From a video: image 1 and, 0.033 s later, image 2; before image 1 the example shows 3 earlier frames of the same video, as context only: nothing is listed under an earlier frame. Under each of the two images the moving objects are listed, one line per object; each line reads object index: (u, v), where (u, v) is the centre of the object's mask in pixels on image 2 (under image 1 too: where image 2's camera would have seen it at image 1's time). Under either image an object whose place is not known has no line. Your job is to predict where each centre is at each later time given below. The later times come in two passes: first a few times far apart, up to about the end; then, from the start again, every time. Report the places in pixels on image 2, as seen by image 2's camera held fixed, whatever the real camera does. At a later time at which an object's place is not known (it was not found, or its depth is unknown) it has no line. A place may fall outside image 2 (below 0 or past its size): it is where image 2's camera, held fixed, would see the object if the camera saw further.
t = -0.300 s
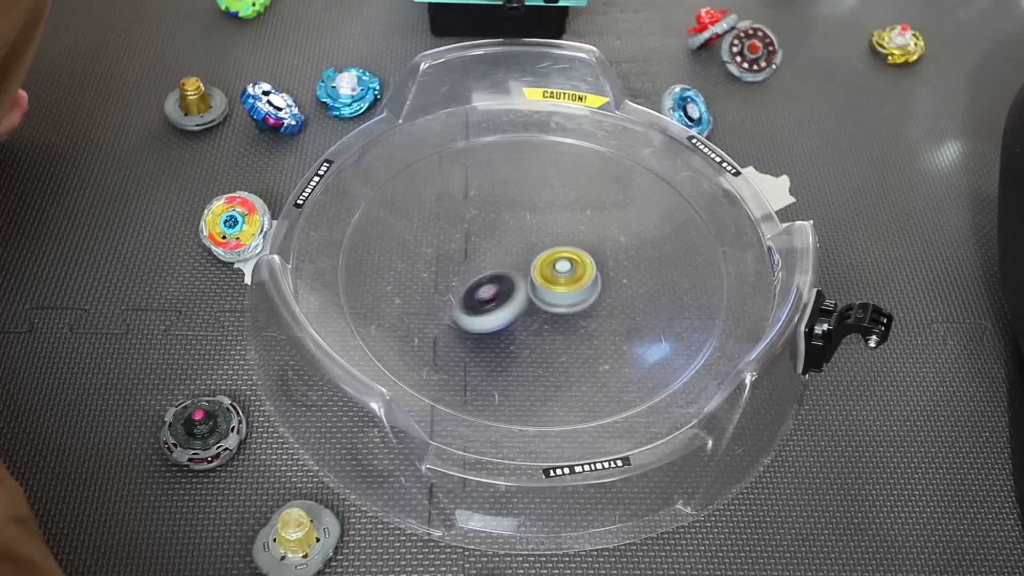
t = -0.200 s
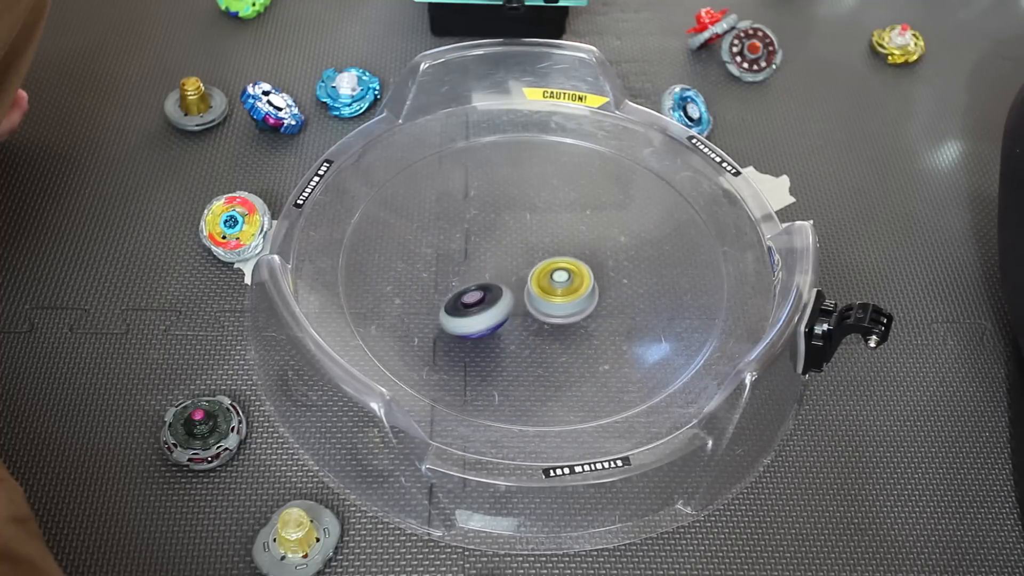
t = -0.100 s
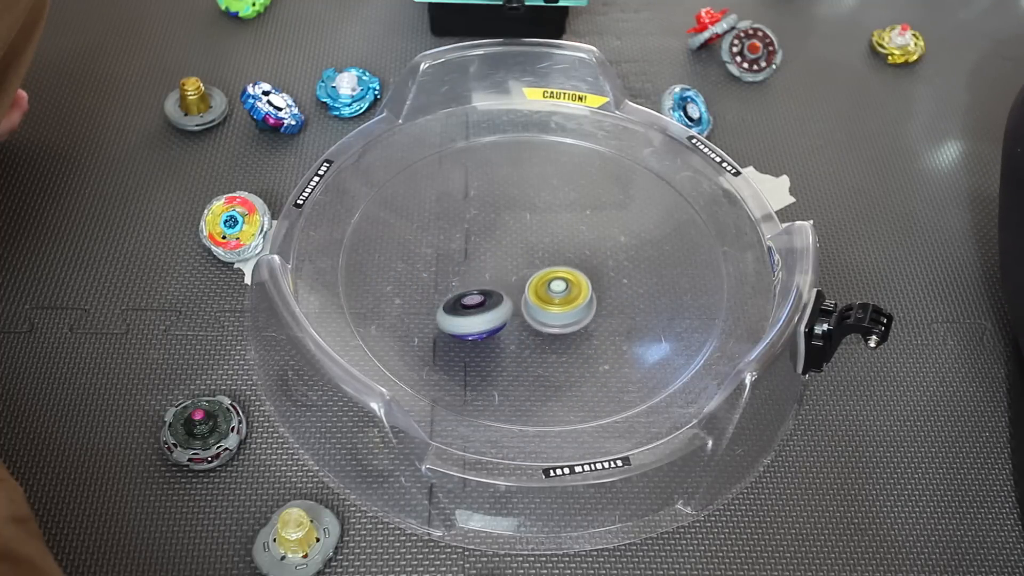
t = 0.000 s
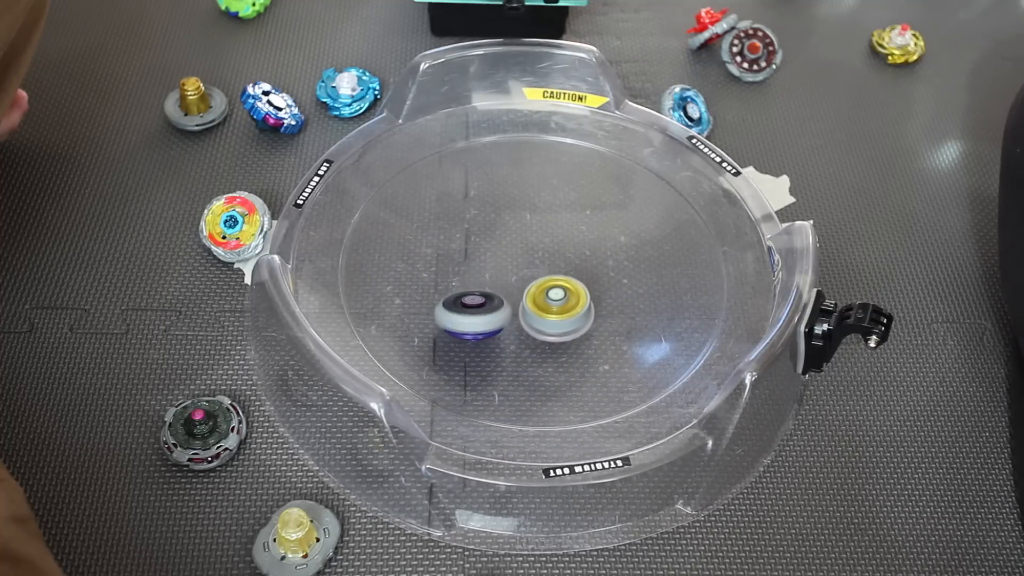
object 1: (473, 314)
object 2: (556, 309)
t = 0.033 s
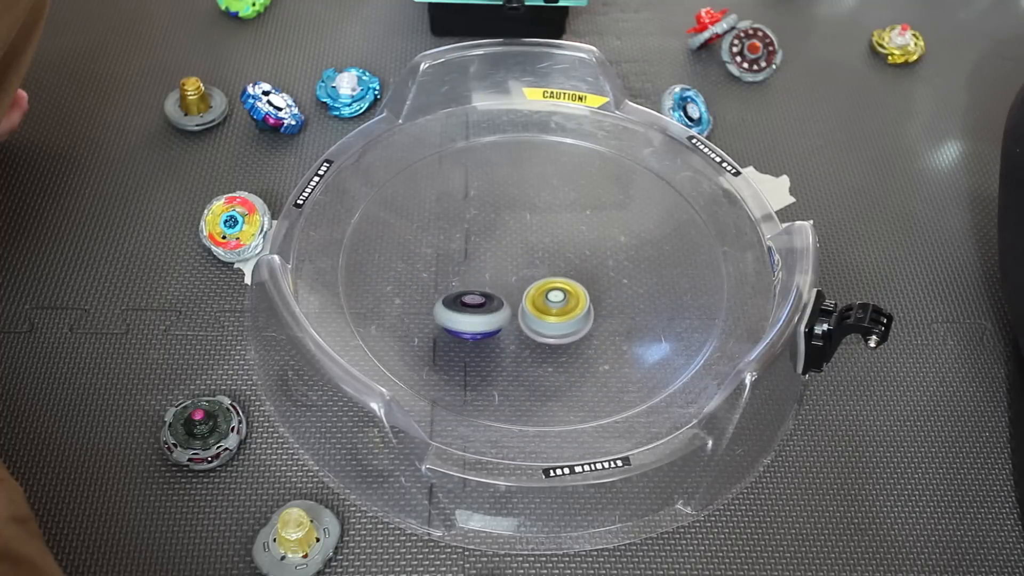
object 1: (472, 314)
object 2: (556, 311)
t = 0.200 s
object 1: (469, 305)
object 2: (552, 315)
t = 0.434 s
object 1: (467, 285)
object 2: (539, 306)
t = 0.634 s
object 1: (464, 258)
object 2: (543, 300)
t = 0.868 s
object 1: (480, 244)
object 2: (544, 283)
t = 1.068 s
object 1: (491, 238)
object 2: (548, 279)
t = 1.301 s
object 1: (473, 208)
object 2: (589, 290)
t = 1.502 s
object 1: (475, 229)
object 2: (584, 271)
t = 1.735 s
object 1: (469, 249)
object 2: (541, 271)
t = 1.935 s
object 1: (448, 250)
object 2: (549, 292)
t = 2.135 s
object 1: (452, 253)
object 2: (557, 294)
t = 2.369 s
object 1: (469, 258)
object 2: (541, 284)
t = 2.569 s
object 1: (444, 235)
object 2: (570, 291)
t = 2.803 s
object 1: (461, 253)
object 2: (560, 273)
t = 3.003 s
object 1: (464, 267)
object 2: (537, 276)
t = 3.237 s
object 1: (427, 263)
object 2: (585, 277)
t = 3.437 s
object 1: (449, 265)
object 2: (588, 265)
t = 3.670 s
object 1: (473, 268)
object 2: (555, 268)
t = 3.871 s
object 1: (428, 262)
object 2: (598, 278)
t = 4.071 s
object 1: (447, 276)
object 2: (602, 270)
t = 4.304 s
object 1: (455, 286)
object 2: (565, 277)
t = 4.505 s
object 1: (456, 288)
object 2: (543, 295)
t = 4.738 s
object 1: (434, 281)
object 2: (586, 290)
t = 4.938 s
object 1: (454, 286)
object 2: (571, 274)
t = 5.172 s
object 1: (477, 296)
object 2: (537, 270)
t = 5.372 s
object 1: (483, 313)
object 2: (523, 267)
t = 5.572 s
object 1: (474, 326)
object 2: (521, 253)
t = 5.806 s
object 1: (495, 316)
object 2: (518, 248)
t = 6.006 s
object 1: (508, 299)
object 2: (529, 245)
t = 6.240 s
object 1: (481, 326)
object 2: (558, 205)
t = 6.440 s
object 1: (499, 312)
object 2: (560, 197)
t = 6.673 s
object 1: (519, 313)
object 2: (555, 228)
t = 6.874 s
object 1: (533, 312)
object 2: (555, 257)
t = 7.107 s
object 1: (538, 335)
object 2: (553, 275)
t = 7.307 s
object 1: (550, 342)
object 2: (548, 284)
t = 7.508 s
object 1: (542, 350)
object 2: (543, 268)
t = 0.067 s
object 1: (471, 313)
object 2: (555, 312)
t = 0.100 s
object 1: (471, 311)
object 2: (555, 314)
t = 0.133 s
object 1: (470, 310)
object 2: (554, 315)
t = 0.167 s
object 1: (469, 308)
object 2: (553, 315)
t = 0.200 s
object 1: (469, 305)
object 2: (552, 315)
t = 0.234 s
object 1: (468, 303)
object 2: (551, 315)
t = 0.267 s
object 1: (468, 301)
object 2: (549, 313)
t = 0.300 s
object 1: (469, 298)
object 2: (546, 312)
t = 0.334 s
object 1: (469, 295)
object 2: (544, 310)
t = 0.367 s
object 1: (468, 292)
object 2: (542, 309)
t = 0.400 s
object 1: (468, 289)
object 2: (540, 307)
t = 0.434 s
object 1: (467, 285)
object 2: (539, 306)
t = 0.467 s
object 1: (467, 281)
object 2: (538, 304)
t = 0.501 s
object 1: (466, 277)
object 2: (537, 303)
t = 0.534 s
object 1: (467, 273)
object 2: (537, 301)
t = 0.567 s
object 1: (468, 270)
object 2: (537, 300)
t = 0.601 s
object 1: (463, 263)
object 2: (542, 301)
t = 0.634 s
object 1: (464, 258)
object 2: (543, 300)
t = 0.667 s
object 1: (467, 255)
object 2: (543, 297)
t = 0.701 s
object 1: (470, 254)
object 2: (542, 293)
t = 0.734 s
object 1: (474, 253)
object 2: (541, 290)
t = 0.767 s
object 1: (477, 252)
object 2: (540, 287)
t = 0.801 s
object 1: (478, 250)
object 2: (541, 285)
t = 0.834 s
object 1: (478, 246)
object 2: (544, 285)
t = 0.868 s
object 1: (480, 244)
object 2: (544, 283)
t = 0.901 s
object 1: (483, 243)
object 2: (544, 281)
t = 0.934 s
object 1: (485, 242)
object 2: (545, 281)
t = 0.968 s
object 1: (486, 240)
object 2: (545, 280)
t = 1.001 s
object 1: (487, 239)
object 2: (547, 280)
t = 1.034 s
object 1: (488, 237)
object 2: (548, 280)
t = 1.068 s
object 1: (491, 238)
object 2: (548, 279)
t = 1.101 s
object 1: (493, 238)
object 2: (549, 279)
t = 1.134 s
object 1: (487, 231)
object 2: (560, 287)
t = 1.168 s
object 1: (478, 220)
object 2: (570, 293)
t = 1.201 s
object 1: (473, 211)
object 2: (577, 295)
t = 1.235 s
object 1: (471, 207)
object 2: (582, 295)
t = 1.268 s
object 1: (472, 206)
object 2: (586, 292)
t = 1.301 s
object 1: (473, 208)
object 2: (589, 290)
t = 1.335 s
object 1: (474, 211)
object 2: (592, 287)
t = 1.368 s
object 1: (475, 215)
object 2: (593, 283)
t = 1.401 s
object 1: (475, 218)
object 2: (592, 280)
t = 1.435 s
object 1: (475, 222)
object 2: (591, 277)
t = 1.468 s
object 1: (475, 226)
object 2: (588, 274)
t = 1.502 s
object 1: (475, 229)
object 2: (584, 271)
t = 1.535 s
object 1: (474, 232)
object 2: (578, 269)
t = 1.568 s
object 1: (474, 236)
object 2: (572, 268)
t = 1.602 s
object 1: (474, 239)
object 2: (566, 267)
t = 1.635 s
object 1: (473, 242)
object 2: (559, 267)
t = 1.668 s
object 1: (472, 245)
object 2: (552, 267)
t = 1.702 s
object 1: (471, 247)
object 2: (545, 269)
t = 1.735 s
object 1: (469, 249)
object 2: (541, 271)
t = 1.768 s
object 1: (459, 247)
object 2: (545, 277)
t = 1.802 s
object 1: (452, 248)
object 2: (545, 282)
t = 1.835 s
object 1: (450, 248)
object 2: (545, 285)
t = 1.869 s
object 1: (449, 248)
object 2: (545, 288)
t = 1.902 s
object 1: (449, 250)
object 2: (547, 290)
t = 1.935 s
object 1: (448, 250)
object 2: (549, 292)
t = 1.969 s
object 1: (448, 251)
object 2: (551, 294)
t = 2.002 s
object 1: (448, 251)
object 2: (553, 295)
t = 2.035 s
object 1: (449, 252)
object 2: (554, 296)
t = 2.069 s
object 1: (449, 252)
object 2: (556, 296)
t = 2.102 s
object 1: (451, 253)
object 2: (557, 295)
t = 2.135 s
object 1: (452, 253)
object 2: (557, 294)
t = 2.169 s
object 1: (454, 254)
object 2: (557, 293)
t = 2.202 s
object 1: (456, 255)
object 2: (557, 291)
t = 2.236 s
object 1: (459, 256)
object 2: (555, 289)
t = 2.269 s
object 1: (461, 256)
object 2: (552, 287)
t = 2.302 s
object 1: (464, 257)
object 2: (549, 285)
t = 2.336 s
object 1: (466, 257)
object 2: (545, 285)
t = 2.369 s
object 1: (469, 258)
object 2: (541, 284)
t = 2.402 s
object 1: (468, 257)
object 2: (539, 285)
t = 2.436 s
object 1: (456, 249)
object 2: (551, 291)
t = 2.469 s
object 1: (448, 242)
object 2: (558, 294)
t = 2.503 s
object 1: (443, 238)
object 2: (563, 294)
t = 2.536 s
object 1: (443, 235)
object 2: (567, 293)
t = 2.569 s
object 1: (444, 235)
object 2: (570, 291)
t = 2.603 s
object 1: (447, 237)
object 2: (572, 288)
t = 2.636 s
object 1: (450, 239)
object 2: (573, 286)
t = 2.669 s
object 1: (453, 243)
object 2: (572, 283)
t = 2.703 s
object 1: (455, 245)
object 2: (571, 280)
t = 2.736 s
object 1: (457, 248)
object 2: (568, 277)
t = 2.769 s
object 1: (459, 251)
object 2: (564, 275)
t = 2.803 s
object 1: (461, 253)
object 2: (560, 273)
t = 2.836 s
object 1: (462, 256)
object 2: (555, 272)
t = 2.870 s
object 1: (464, 259)
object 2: (550, 271)
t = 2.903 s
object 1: (466, 261)
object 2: (544, 272)
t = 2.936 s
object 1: (467, 264)
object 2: (539, 273)
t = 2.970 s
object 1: (465, 266)
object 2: (538, 274)
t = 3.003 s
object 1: (464, 267)
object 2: (537, 276)
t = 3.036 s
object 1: (451, 266)
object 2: (546, 279)
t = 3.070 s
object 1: (437, 264)
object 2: (556, 282)
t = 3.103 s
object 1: (428, 263)
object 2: (563, 282)
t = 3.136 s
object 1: (425, 262)
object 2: (570, 282)
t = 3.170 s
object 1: (424, 262)
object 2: (575, 281)
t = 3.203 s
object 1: (425, 263)
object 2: (580, 279)
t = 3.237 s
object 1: (427, 263)
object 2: (585, 277)
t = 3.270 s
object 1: (429, 264)
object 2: (589, 275)
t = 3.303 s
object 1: (432, 264)
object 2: (591, 273)
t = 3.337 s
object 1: (437, 264)
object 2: (592, 271)
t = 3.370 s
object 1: (441, 264)
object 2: (592, 268)
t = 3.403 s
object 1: (445, 264)
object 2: (590, 266)
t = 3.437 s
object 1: (449, 265)
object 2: (588, 265)
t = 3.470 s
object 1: (452, 265)
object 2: (584, 263)
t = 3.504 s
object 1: (455, 265)
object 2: (581, 263)
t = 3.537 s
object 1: (459, 266)
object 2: (576, 262)
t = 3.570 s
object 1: (462, 266)
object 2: (570, 263)
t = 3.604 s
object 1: (466, 267)
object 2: (565, 264)
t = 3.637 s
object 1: (470, 267)
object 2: (560, 266)
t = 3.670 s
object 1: (473, 268)
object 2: (555, 268)
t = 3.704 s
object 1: (476, 269)
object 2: (551, 271)
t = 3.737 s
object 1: (462, 267)
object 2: (564, 275)
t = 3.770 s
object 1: (445, 265)
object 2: (578, 278)
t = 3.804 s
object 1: (433, 263)
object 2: (587, 280)
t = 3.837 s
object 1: (428, 262)
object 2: (593, 279)
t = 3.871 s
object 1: (428, 262)
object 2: (598, 278)
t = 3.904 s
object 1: (431, 264)
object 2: (602, 277)
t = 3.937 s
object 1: (434, 266)
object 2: (604, 275)
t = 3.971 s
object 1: (437, 269)
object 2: (605, 274)
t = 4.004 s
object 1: (441, 271)
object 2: (606, 272)
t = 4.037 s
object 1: (444, 273)
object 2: (605, 271)
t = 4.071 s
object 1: (447, 276)
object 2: (602, 270)
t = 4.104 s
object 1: (448, 278)
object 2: (599, 269)
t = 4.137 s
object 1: (450, 280)
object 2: (594, 269)
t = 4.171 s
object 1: (451, 281)
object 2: (589, 270)
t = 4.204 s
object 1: (452, 283)
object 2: (583, 271)
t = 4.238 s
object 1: (452, 284)
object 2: (577, 272)
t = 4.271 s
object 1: (453, 285)
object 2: (571, 274)
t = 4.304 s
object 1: (455, 286)
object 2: (565, 277)
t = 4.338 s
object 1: (456, 287)
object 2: (559, 280)
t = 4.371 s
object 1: (457, 288)
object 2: (553, 283)
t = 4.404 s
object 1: (459, 288)
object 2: (547, 285)
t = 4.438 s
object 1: (460, 289)
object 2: (542, 289)
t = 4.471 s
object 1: (462, 290)
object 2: (538, 292)
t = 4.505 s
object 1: (456, 288)
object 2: (543, 295)
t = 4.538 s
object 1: (438, 286)
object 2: (558, 298)
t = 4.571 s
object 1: (427, 282)
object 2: (568, 299)
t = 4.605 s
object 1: (423, 281)
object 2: (575, 299)
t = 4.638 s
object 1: (424, 280)
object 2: (579, 297)
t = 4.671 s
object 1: (427, 280)
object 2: (582, 295)
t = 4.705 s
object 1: (431, 281)
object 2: (585, 293)
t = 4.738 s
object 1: (434, 281)
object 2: (586, 290)
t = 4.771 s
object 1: (437, 282)
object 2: (586, 287)
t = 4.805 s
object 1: (441, 283)
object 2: (585, 284)
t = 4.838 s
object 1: (444, 283)
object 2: (583, 281)
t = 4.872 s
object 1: (447, 284)
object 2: (581, 278)
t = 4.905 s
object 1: (450, 285)
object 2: (576, 276)
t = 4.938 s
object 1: (454, 286)
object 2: (571, 274)
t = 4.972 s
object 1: (457, 287)
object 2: (566, 272)
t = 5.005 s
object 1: (460, 288)
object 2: (560, 271)
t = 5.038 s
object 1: (463, 290)
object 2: (554, 270)
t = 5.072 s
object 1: (466, 291)
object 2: (548, 270)
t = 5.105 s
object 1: (470, 292)
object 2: (543, 270)
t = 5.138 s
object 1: (476, 294)
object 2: (540, 271)
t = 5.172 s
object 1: (477, 296)
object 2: (537, 270)
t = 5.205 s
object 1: (478, 301)
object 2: (535, 269)
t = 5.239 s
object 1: (477, 306)
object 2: (534, 269)
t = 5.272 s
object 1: (479, 310)
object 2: (531, 269)
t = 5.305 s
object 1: (481, 312)
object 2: (528, 268)
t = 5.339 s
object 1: (482, 313)
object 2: (525, 267)
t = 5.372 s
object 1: (483, 313)
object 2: (523, 267)
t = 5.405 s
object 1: (484, 314)
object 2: (520, 267)
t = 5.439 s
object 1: (479, 320)
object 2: (521, 265)
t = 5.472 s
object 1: (476, 325)
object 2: (523, 261)
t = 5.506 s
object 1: (474, 326)
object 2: (523, 258)
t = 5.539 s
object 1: (474, 326)
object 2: (522, 255)
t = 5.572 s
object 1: (474, 326)
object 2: (521, 253)
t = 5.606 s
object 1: (476, 325)
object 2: (520, 251)
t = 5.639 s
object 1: (478, 324)
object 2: (519, 250)
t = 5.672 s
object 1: (482, 322)
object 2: (519, 249)
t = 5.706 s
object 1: (484, 321)
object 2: (518, 248)
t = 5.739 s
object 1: (488, 319)
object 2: (518, 247)
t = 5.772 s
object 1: (491, 317)
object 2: (518, 247)
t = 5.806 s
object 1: (495, 316)
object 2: (518, 248)
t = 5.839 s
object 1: (498, 314)
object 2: (518, 248)
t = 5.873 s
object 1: (501, 310)
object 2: (519, 249)
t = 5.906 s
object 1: (504, 305)
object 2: (521, 249)
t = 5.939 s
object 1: (506, 301)
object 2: (523, 247)
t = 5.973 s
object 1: (506, 300)
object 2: (527, 246)
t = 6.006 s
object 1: (508, 299)
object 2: (529, 245)
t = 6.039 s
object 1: (507, 301)
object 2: (533, 243)
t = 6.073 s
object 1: (499, 313)
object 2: (542, 234)
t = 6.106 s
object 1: (491, 322)
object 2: (550, 223)
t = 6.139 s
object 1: (487, 326)
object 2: (554, 217)
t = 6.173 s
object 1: (484, 329)
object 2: (556, 213)
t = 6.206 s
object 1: (482, 329)
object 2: (557, 209)
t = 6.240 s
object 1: (481, 326)
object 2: (558, 205)
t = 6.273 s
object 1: (480, 323)
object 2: (559, 202)
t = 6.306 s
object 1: (483, 320)
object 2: (560, 199)
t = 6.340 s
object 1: (486, 318)
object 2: (560, 198)
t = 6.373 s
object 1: (490, 315)
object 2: (560, 196)
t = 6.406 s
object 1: (494, 313)
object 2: (560, 196)
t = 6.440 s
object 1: (499, 312)
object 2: (560, 197)
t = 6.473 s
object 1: (503, 311)
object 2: (559, 199)
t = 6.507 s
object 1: (508, 310)
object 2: (558, 202)
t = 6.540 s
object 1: (511, 310)
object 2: (557, 207)
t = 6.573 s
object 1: (515, 312)
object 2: (557, 211)
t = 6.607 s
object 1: (517, 313)
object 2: (556, 217)
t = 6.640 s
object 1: (517, 313)
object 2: (555, 222)
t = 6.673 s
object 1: (519, 313)
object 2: (555, 228)
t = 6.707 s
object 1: (522, 312)
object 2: (554, 234)
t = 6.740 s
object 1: (524, 310)
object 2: (554, 240)
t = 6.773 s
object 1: (527, 309)
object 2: (554, 245)
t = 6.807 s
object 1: (530, 308)
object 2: (554, 249)
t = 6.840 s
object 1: (532, 308)
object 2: (554, 253)
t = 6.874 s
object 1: (533, 312)
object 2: (555, 257)
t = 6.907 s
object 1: (532, 319)
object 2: (556, 259)
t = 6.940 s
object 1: (533, 323)
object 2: (556, 263)
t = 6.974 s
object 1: (535, 327)
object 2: (555, 266)
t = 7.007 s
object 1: (538, 328)
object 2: (554, 269)
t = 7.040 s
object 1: (540, 328)
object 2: (553, 271)
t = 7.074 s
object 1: (540, 330)
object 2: (552, 274)
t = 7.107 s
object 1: (538, 335)
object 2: (553, 275)
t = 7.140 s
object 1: (539, 342)
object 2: (553, 278)
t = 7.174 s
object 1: (541, 345)
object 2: (551, 280)
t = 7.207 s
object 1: (545, 346)
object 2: (550, 281)
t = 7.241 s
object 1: (548, 346)
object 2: (549, 282)
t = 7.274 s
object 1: (549, 344)
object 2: (548, 283)
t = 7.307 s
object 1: (550, 342)
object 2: (548, 284)
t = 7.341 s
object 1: (549, 341)
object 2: (547, 285)
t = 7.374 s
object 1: (545, 346)
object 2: (549, 282)
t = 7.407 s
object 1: (543, 350)
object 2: (549, 278)
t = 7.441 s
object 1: (543, 351)
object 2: (547, 274)
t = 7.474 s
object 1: (542, 351)
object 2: (545, 271)
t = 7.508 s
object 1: (542, 350)
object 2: (543, 268)
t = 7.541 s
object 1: (543, 348)
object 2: (541, 265)
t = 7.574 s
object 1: (544, 345)
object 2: (538, 261)
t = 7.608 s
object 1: (545, 341)
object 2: (536, 259)
